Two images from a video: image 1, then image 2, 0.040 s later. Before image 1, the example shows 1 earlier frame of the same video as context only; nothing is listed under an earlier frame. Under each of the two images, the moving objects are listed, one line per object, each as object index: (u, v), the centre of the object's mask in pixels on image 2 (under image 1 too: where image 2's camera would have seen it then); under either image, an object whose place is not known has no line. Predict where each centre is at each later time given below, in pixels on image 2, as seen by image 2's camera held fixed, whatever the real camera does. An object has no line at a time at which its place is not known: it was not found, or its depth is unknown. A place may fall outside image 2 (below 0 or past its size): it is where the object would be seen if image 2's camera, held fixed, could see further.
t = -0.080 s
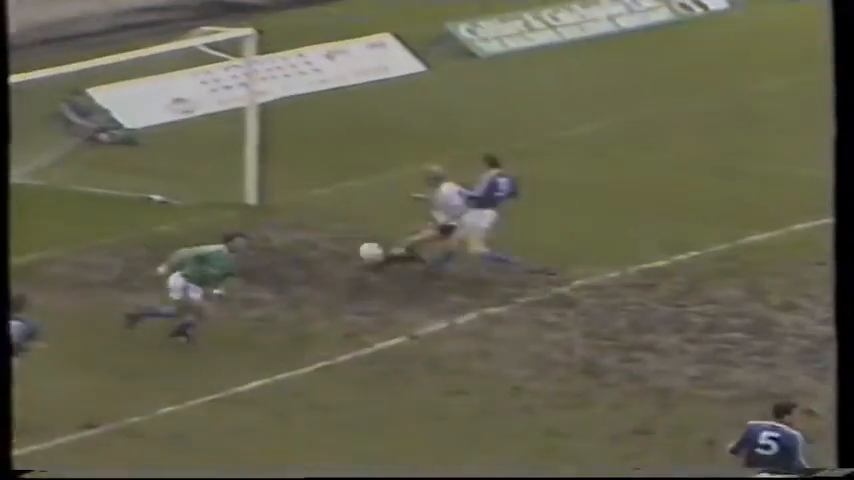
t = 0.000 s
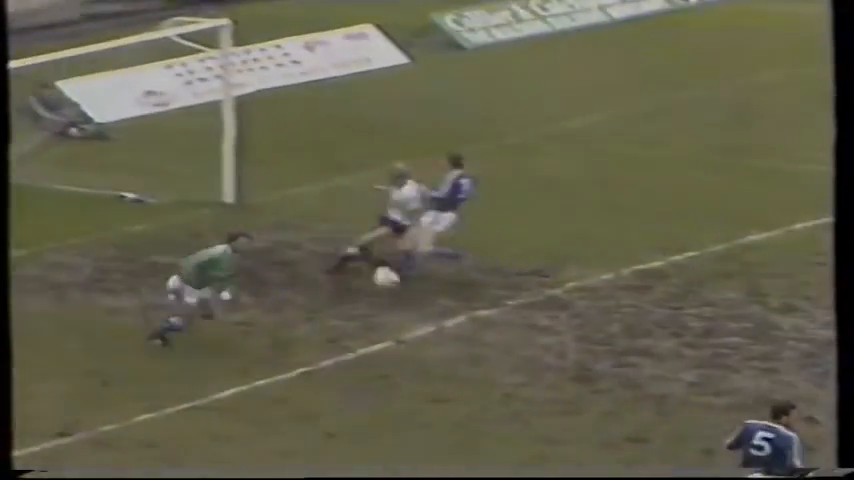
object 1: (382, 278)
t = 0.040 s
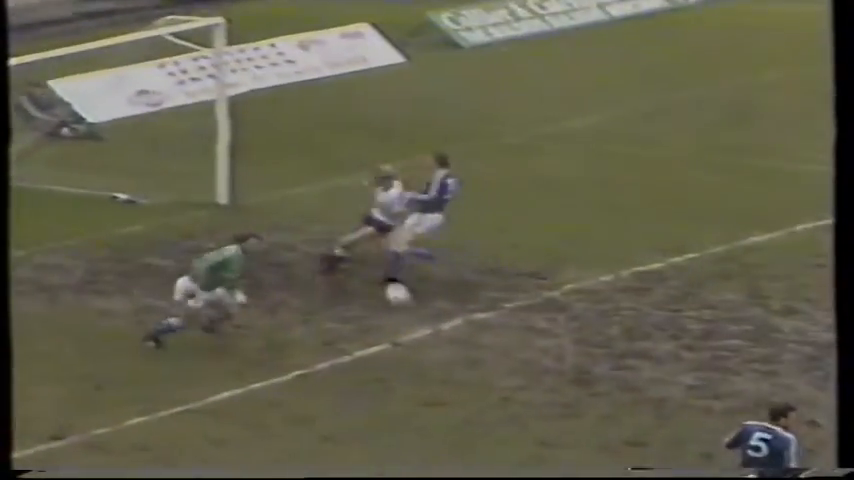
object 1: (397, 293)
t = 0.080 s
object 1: (415, 310)
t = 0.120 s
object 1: (432, 327)
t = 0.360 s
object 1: (497, 341)
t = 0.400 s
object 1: (506, 339)
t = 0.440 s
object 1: (514, 338)
